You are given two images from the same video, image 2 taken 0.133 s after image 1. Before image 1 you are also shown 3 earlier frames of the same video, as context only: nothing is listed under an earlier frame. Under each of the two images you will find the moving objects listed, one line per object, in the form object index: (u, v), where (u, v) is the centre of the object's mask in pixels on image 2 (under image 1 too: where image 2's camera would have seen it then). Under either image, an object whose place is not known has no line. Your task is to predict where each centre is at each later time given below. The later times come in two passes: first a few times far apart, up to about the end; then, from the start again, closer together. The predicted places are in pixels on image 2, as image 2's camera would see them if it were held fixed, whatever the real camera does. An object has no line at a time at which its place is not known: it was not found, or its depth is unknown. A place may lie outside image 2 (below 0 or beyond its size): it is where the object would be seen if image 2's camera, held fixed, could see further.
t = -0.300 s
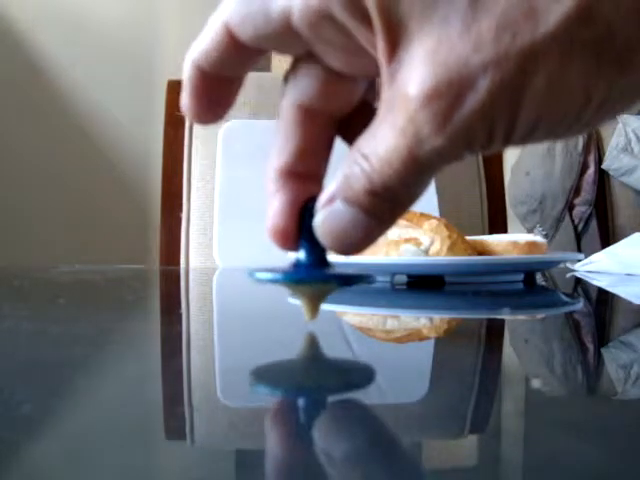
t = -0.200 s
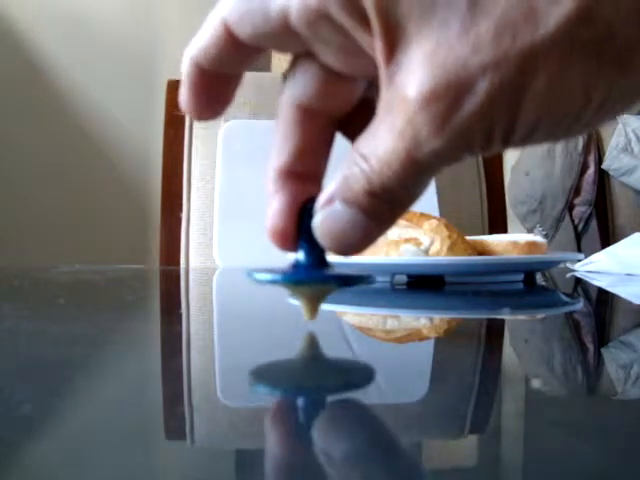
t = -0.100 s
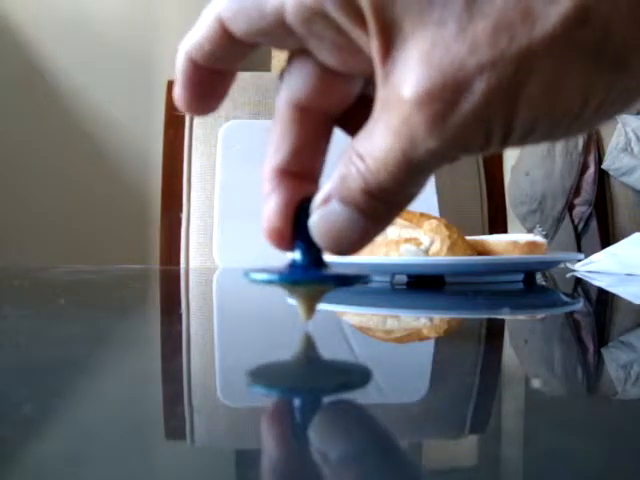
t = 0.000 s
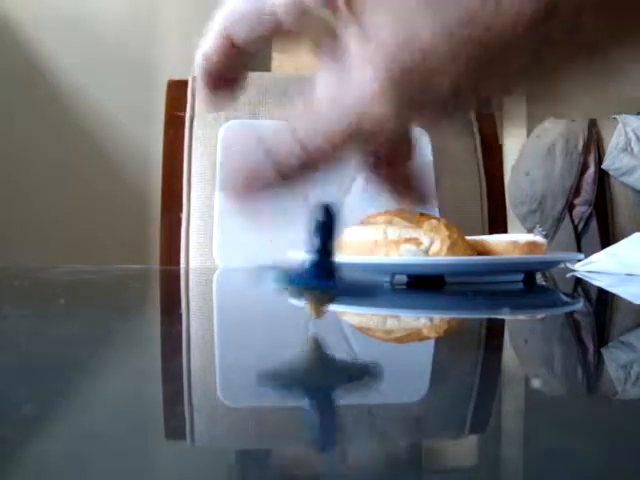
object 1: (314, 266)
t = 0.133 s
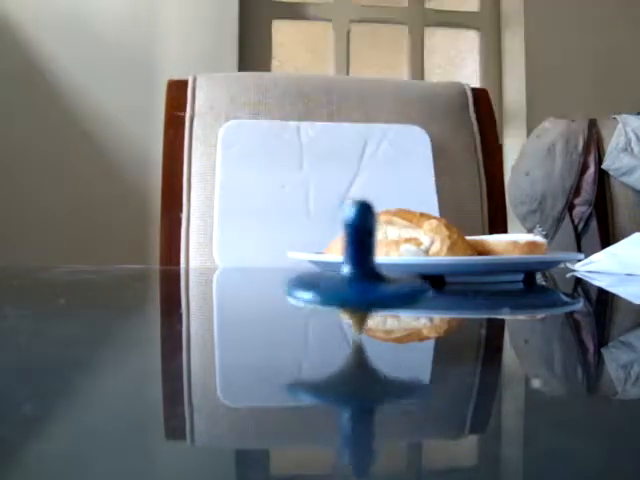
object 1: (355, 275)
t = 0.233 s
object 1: (356, 277)
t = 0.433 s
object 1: (357, 275)
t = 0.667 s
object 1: (361, 275)
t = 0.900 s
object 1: (355, 275)
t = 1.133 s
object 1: (347, 276)
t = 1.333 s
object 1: (344, 277)
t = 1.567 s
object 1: (346, 277)
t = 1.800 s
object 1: (353, 276)
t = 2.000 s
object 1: (355, 274)
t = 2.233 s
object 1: (357, 274)
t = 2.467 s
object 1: (352, 276)
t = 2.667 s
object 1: (348, 276)
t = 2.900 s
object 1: (348, 276)
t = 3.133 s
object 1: (351, 276)
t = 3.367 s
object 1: (356, 273)
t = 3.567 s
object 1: (360, 274)
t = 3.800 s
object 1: (357, 274)
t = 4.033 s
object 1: (356, 275)
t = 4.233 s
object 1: (356, 276)
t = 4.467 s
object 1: (359, 276)
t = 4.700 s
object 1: (363, 275)
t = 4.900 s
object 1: (365, 275)
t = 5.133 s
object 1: (364, 274)
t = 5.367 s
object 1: (360, 274)
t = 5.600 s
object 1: (362, 275)
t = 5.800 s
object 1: (364, 275)
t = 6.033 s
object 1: (368, 274)
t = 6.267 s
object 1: (369, 274)
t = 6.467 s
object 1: (366, 275)
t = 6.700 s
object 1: (360, 273)
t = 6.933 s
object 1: (356, 274)
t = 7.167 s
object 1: (359, 274)
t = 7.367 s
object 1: (366, 274)
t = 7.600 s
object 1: (368, 275)
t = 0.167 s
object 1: (356, 276)
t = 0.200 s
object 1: (355, 277)
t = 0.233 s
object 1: (356, 277)
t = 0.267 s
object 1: (356, 277)
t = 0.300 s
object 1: (352, 275)
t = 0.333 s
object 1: (354, 275)
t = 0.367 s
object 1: (356, 275)
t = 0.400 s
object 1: (357, 275)
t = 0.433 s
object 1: (357, 275)
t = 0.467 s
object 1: (358, 275)
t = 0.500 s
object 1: (358, 275)
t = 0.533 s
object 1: (360, 275)
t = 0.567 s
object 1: (360, 275)
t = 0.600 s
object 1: (361, 275)
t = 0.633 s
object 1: (361, 275)
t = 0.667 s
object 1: (361, 275)
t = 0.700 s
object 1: (361, 275)
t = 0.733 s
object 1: (361, 275)
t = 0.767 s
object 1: (360, 275)
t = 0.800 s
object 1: (360, 275)
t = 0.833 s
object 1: (358, 275)
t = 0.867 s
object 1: (356, 275)
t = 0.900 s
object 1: (355, 275)
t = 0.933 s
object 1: (355, 276)
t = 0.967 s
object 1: (354, 276)
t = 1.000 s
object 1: (352, 276)
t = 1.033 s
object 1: (351, 276)
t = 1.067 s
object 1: (348, 276)
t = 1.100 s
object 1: (348, 276)
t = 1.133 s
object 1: (347, 276)
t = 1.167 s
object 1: (346, 275)
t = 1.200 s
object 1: (346, 276)
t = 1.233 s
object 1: (345, 276)
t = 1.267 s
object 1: (344, 276)
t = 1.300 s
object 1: (344, 277)
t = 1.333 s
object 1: (344, 277)
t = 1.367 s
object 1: (344, 276)
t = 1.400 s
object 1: (344, 277)
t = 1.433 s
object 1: (343, 277)
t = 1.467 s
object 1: (344, 277)
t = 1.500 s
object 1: (344, 277)
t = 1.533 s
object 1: (345, 277)
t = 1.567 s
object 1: (346, 277)
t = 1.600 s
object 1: (347, 277)
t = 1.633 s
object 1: (347, 277)
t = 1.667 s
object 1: (348, 276)
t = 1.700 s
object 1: (349, 277)
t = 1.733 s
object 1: (351, 276)
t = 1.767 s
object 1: (352, 276)
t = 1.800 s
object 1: (353, 276)
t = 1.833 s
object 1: (354, 275)
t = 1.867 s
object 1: (351, 274)
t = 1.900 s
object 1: (352, 274)
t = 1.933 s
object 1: (352, 274)
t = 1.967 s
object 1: (356, 274)
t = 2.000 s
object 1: (355, 274)
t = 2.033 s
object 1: (356, 274)
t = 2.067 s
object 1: (356, 274)
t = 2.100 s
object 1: (358, 274)
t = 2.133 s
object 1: (358, 274)
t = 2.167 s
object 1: (358, 274)
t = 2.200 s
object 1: (357, 274)
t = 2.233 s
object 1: (357, 274)
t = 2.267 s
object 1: (357, 275)
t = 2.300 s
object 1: (356, 276)
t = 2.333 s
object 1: (355, 276)
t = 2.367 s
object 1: (355, 276)
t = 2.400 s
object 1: (354, 276)
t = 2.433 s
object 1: (353, 276)
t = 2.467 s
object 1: (352, 276)
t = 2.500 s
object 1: (351, 276)
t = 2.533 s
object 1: (350, 276)
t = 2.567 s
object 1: (349, 275)
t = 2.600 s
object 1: (349, 276)
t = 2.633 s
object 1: (349, 276)
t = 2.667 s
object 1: (348, 276)
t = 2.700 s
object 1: (348, 276)
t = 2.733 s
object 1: (348, 276)
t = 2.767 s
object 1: (347, 277)
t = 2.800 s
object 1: (347, 277)
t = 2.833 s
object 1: (347, 276)
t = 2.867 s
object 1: (348, 277)
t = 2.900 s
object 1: (348, 276)
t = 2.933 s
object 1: (348, 277)
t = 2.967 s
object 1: (348, 276)
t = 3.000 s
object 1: (349, 276)
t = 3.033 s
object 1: (350, 276)
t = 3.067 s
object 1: (351, 276)
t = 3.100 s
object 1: (352, 277)
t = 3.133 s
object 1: (351, 276)
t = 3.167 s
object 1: (353, 276)
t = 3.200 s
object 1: (354, 276)
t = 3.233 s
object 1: (355, 275)
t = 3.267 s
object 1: (356, 275)
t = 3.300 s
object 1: (357, 274)
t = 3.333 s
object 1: (357, 274)
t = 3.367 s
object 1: (356, 273)
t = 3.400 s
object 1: (359, 274)
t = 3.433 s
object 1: (358, 273)
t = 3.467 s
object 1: (358, 274)
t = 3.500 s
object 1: (360, 274)
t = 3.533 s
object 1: (360, 274)
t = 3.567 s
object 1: (360, 274)
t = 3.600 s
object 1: (361, 274)
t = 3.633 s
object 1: (361, 275)
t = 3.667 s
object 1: (359, 274)
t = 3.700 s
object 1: (359, 274)
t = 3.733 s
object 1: (359, 274)
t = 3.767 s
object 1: (358, 274)
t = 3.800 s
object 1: (357, 274)
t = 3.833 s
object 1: (356, 274)
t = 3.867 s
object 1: (356, 274)
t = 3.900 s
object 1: (354, 274)
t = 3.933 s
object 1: (355, 275)
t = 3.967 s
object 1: (356, 275)
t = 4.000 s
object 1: (355, 275)
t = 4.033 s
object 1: (356, 275)
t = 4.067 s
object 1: (356, 275)
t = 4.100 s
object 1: (356, 275)
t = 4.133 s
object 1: (356, 275)
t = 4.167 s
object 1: (356, 276)
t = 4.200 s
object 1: (356, 276)
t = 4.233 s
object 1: (356, 276)
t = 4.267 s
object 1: (356, 276)
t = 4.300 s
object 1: (357, 276)
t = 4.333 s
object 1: (356, 277)
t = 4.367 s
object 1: (357, 276)
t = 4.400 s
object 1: (358, 276)
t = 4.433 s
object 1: (358, 276)
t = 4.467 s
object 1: (359, 276)
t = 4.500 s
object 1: (359, 276)
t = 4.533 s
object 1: (360, 276)
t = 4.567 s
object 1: (360, 276)
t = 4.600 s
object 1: (360, 276)
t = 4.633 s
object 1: (362, 275)
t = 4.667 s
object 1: (363, 275)
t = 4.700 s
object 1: (363, 275)
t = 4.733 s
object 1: (364, 275)
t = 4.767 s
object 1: (364, 275)
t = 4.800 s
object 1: (365, 275)
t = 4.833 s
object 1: (365, 275)
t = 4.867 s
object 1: (365, 275)
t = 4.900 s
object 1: (365, 275)
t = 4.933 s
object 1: (366, 275)
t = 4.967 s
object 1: (366, 274)
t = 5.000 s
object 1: (366, 274)
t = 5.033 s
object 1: (366, 274)
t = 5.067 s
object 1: (365, 274)
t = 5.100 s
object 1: (364, 274)
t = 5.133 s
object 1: (364, 274)
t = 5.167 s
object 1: (364, 274)
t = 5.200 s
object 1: (363, 274)
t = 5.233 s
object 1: (363, 274)
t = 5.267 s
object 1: (361, 274)
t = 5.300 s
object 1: (361, 274)
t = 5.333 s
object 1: (361, 274)
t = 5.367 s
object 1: (360, 274)
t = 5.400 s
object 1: (359, 274)
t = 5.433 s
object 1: (359, 274)
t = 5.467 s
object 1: (359, 274)
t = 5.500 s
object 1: (358, 274)
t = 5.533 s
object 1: (358, 274)
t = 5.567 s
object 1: (362, 275)
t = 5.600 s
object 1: (362, 275)
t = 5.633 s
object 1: (363, 275)
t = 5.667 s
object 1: (363, 275)
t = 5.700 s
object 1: (364, 275)
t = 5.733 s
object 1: (365, 275)
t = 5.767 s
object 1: (365, 276)
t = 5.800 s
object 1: (364, 275)
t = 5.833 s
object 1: (365, 276)
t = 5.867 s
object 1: (366, 275)
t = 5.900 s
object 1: (366, 275)
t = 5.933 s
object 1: (366, 275)
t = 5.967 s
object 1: (367, 275)
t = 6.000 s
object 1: (368, 275)
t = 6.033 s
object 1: (368, 274)
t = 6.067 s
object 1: (369, 274)
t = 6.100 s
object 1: (368, 274)
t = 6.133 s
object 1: (368, 274)
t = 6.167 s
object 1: (369, 274)
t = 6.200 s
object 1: (369, 274)
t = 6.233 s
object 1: (369, 274)
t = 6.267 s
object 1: (369, 274)
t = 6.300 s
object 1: (368, 274)
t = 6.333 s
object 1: (367, 273)
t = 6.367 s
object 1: (368, 274)
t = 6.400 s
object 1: (368, 274)
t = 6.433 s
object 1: (366, 273)
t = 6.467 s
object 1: (366, 275)
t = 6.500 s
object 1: (364, 274)
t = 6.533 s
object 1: (363, 274)
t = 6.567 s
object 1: (362, 274)
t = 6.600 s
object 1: (361, 274)
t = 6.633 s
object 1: (361, 274)
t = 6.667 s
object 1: (360, 274)
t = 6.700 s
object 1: (360, 273)
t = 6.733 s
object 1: (359, 274)
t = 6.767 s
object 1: (359, 274)
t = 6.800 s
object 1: (358, 274)
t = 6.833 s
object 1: (357, 274)
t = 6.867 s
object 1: (357, 273)
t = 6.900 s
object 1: (357, 274)
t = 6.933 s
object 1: (356, 274)
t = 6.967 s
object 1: (357, 274)
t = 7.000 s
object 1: (357, 274)
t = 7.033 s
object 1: (357, 274)
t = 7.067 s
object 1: (358, 274)
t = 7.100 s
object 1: (362, 275)
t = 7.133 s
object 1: (363, 275)
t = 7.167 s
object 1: (359, 274)
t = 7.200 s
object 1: (364, 274)
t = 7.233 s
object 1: (364, 274)
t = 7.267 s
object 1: (365, 274)
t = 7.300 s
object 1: (365, 274)
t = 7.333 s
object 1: (366, 274)
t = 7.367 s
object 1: (366, 274)
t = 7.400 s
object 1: (367, 274)
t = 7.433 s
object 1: (367, 274)
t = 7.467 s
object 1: (367, 273)
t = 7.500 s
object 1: (368, 273)
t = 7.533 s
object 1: (368, 273)
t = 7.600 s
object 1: (368, 275)
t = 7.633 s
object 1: (369, 275)
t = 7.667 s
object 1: (370, 275)
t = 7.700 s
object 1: (370, 275)
